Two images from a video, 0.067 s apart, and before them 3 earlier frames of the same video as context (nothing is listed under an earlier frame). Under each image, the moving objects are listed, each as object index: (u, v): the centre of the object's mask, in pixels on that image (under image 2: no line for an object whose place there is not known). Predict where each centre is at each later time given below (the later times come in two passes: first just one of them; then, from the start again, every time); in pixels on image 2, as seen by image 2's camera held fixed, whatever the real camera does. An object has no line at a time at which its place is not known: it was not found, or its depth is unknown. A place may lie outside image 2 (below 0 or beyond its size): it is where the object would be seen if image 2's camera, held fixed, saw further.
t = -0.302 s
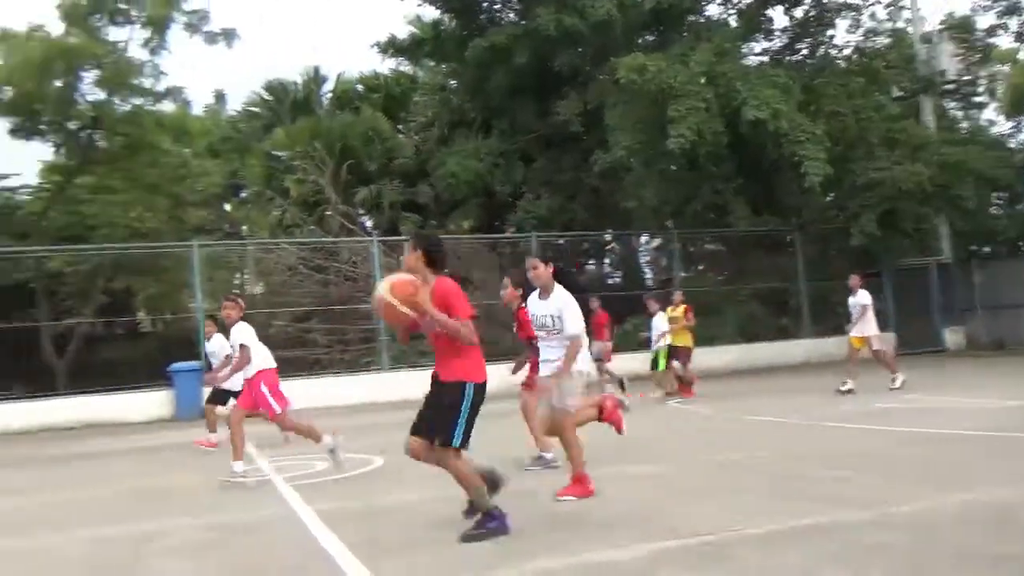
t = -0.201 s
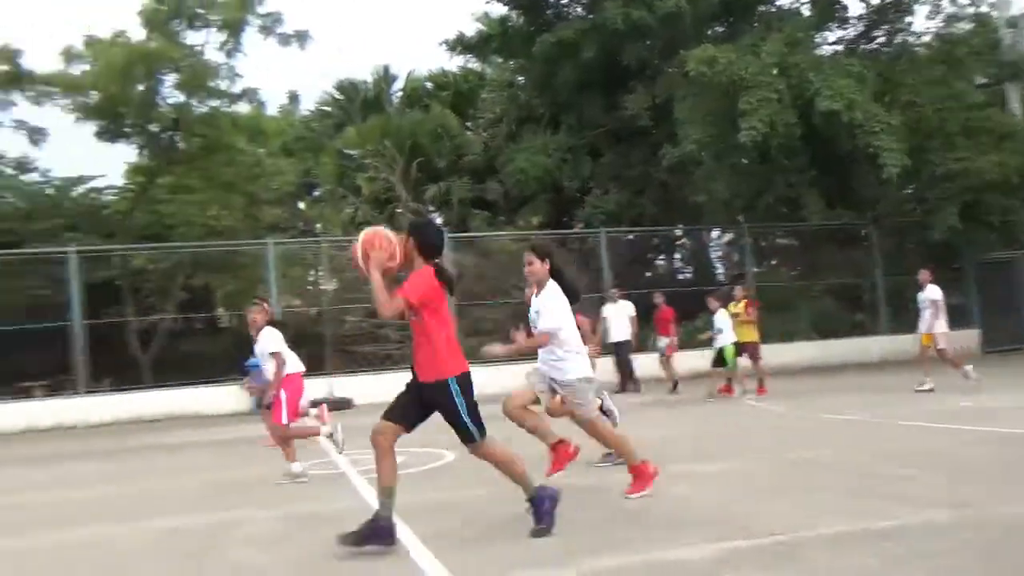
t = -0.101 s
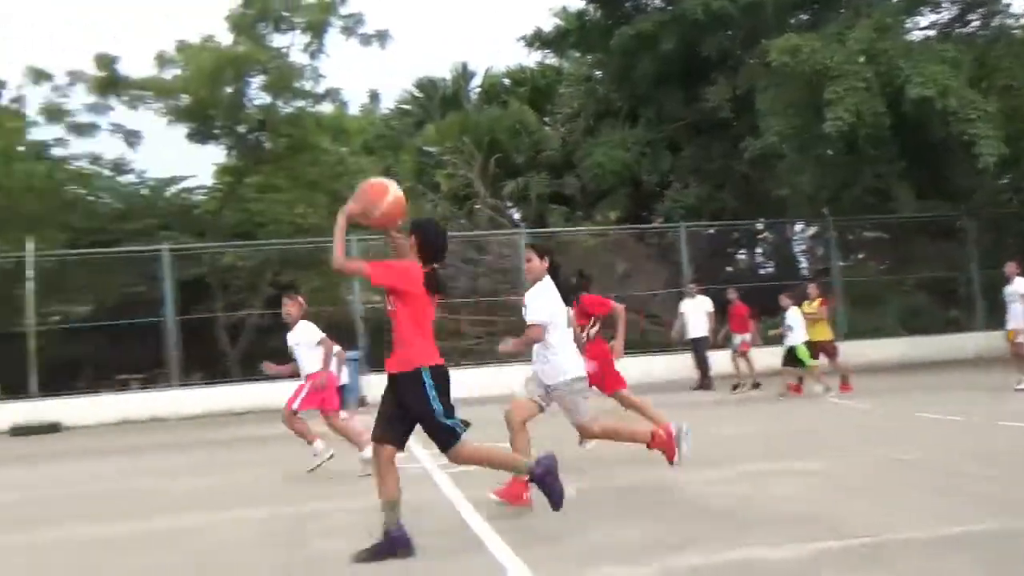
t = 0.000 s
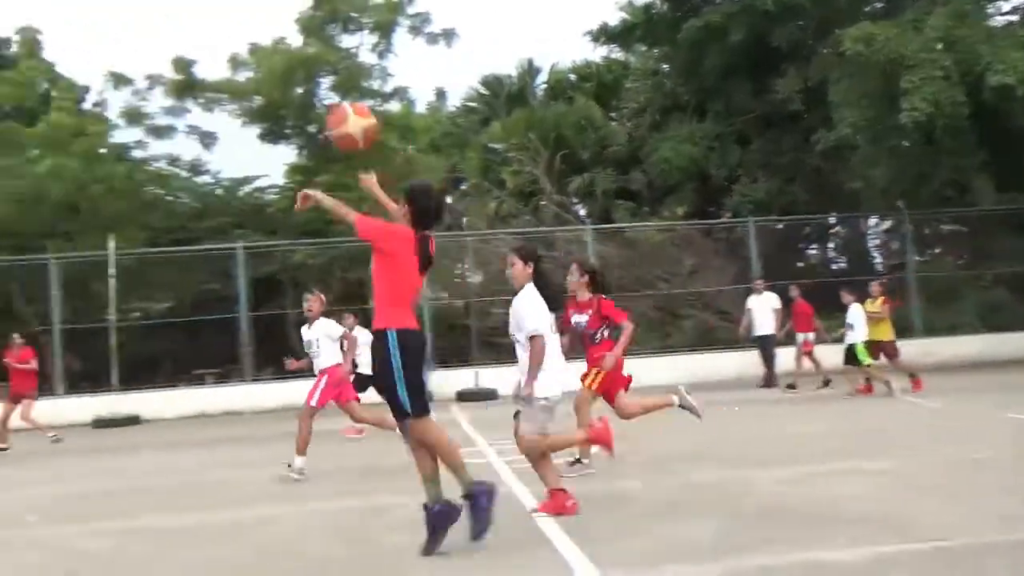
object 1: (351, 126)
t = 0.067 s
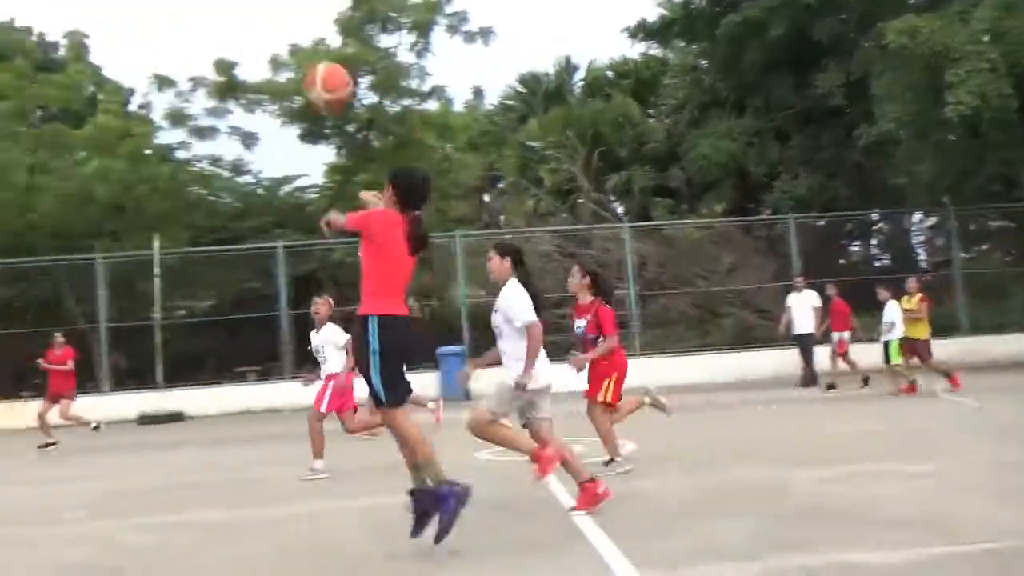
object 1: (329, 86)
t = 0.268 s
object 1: (172, 31)
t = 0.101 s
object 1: (301, 71)
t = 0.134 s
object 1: (274, 59)
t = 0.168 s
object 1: (247, 50)
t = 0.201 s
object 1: (220, 42)
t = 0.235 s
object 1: (196, 35)
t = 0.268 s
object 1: (172, 31)
